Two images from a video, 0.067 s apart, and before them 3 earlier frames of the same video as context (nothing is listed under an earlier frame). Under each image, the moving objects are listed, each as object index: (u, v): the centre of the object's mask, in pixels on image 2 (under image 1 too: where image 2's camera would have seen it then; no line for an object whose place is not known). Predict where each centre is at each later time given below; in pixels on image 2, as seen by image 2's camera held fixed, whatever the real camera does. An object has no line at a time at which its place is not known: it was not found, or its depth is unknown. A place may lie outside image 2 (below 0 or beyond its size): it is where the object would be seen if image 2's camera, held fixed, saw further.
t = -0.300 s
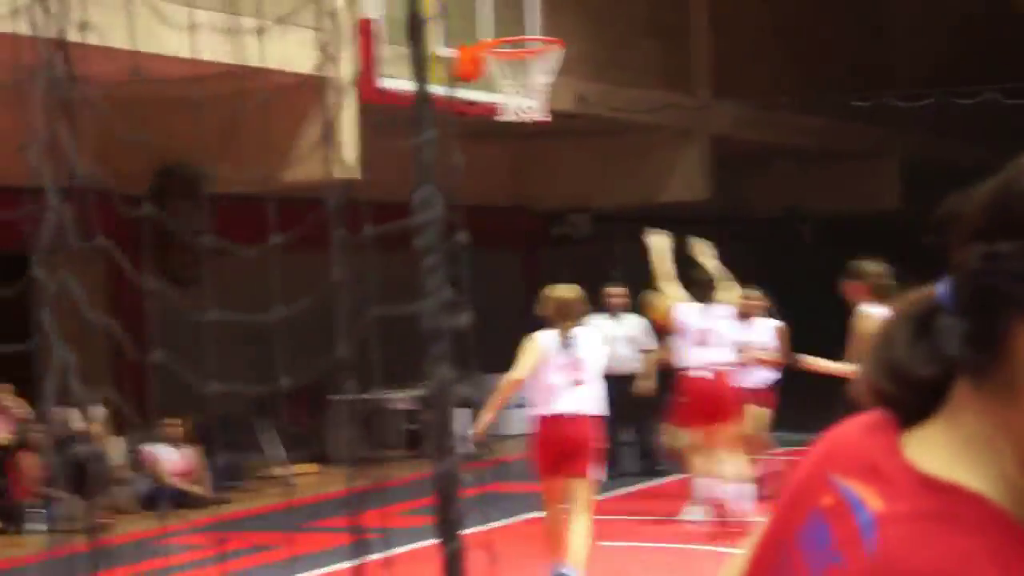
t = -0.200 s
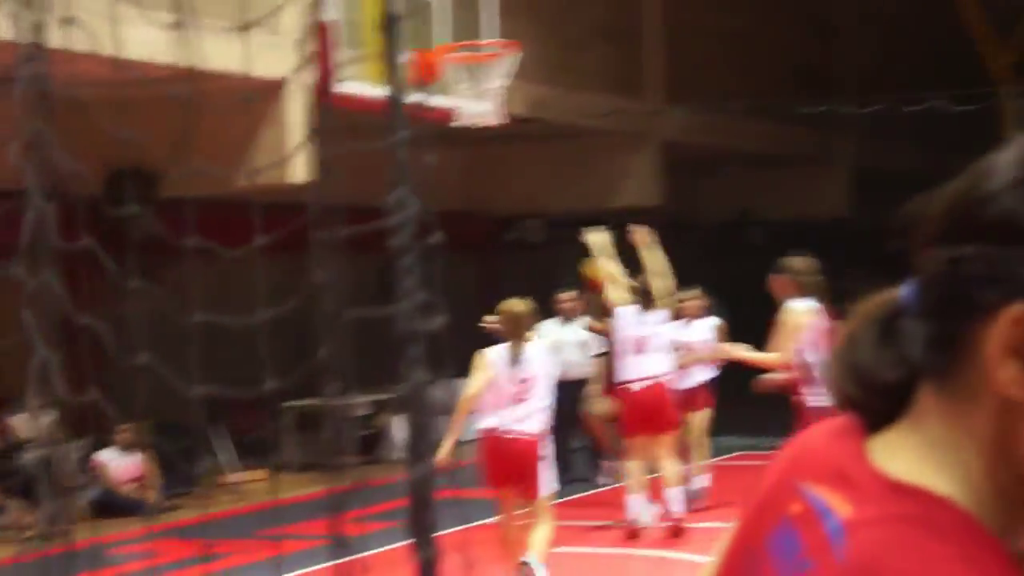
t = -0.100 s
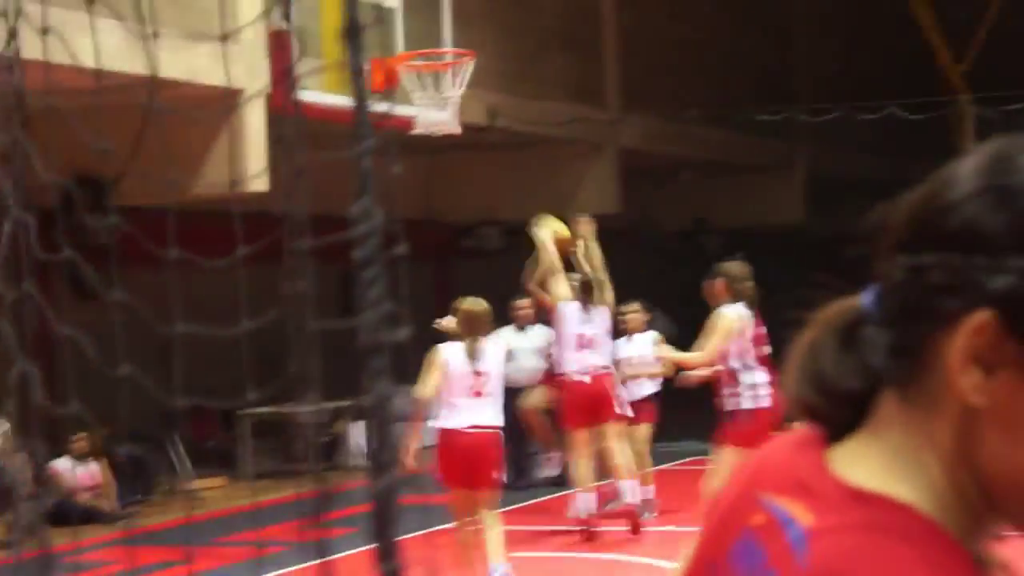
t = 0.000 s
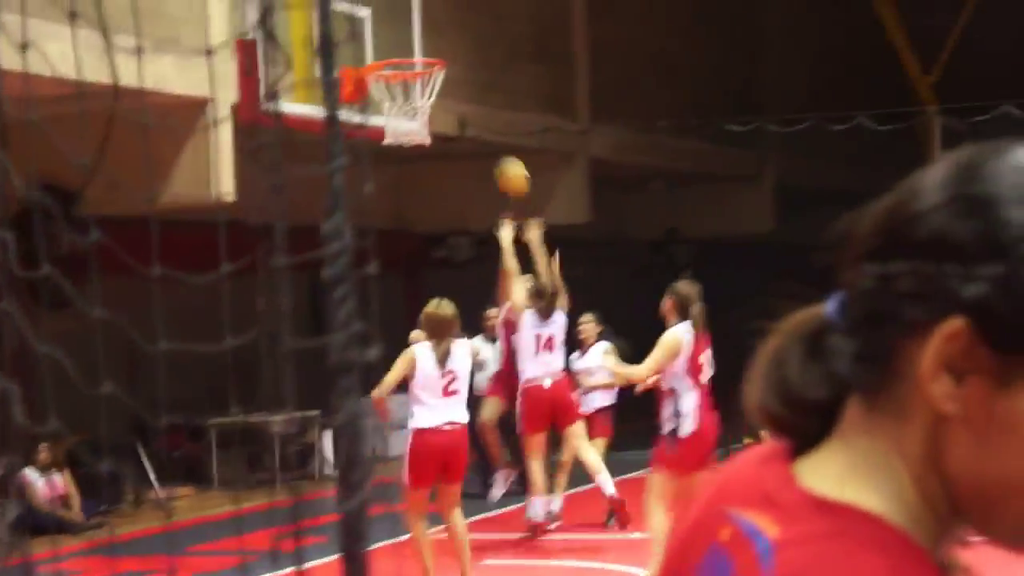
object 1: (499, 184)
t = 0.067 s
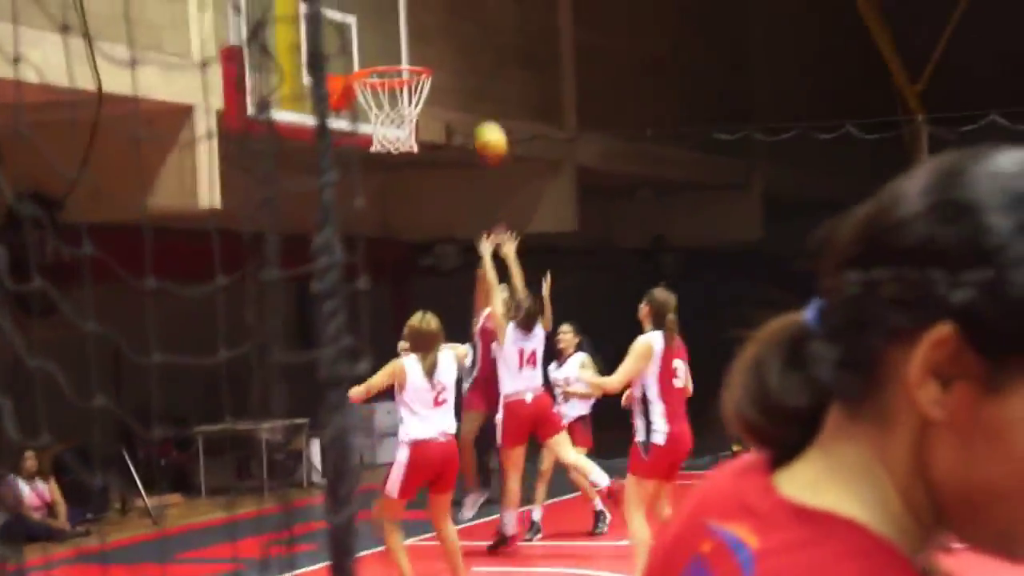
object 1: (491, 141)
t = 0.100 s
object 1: (487, 124)
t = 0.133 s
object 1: (482, 106)
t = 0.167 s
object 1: (476, 89)
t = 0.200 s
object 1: (472, 74)
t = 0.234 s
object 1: (468, 62)
